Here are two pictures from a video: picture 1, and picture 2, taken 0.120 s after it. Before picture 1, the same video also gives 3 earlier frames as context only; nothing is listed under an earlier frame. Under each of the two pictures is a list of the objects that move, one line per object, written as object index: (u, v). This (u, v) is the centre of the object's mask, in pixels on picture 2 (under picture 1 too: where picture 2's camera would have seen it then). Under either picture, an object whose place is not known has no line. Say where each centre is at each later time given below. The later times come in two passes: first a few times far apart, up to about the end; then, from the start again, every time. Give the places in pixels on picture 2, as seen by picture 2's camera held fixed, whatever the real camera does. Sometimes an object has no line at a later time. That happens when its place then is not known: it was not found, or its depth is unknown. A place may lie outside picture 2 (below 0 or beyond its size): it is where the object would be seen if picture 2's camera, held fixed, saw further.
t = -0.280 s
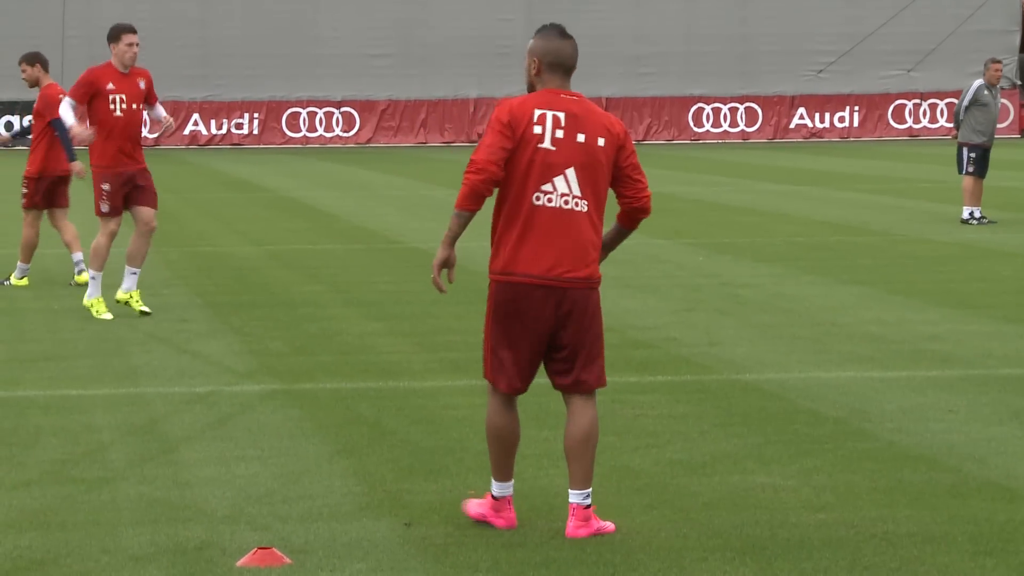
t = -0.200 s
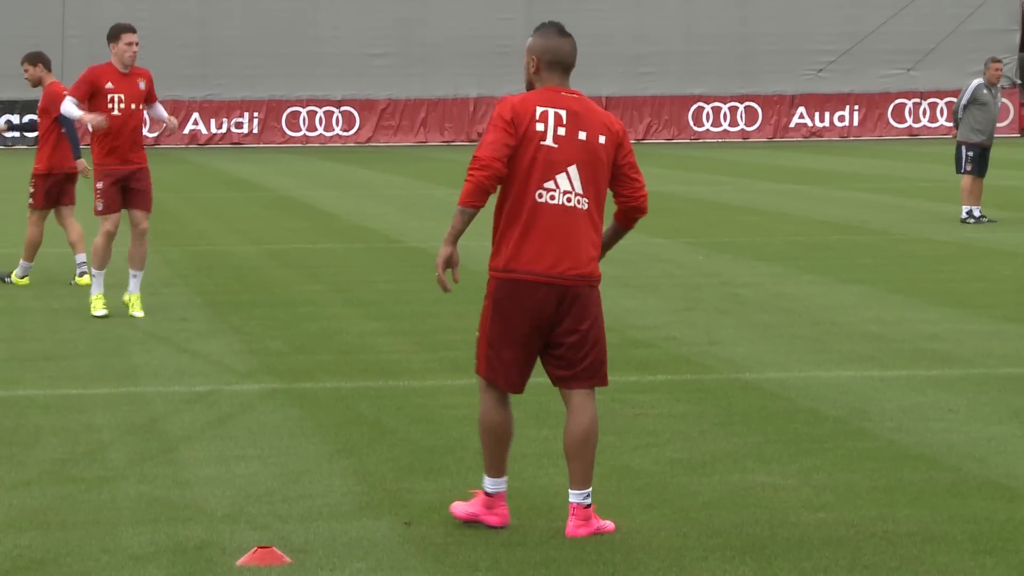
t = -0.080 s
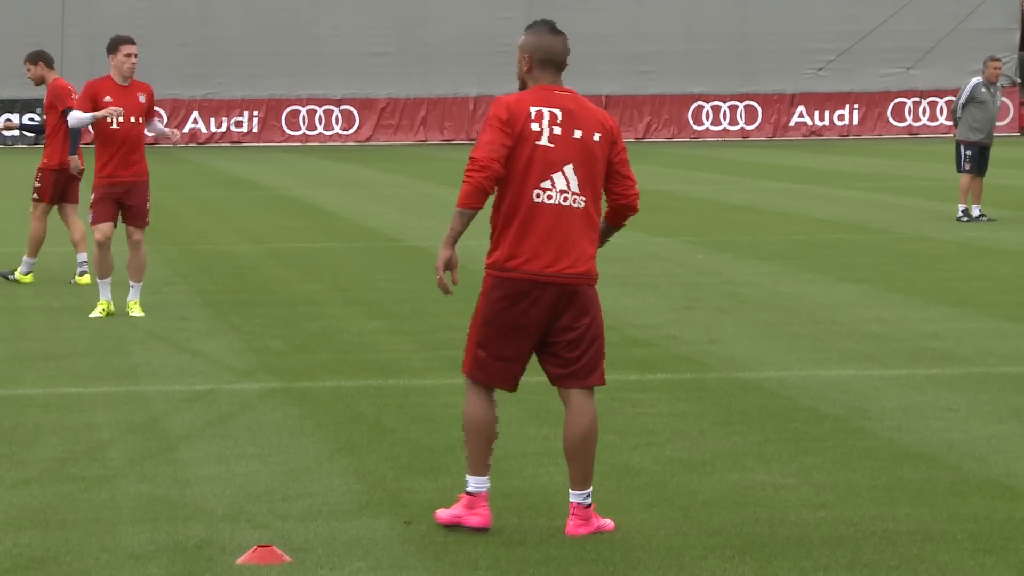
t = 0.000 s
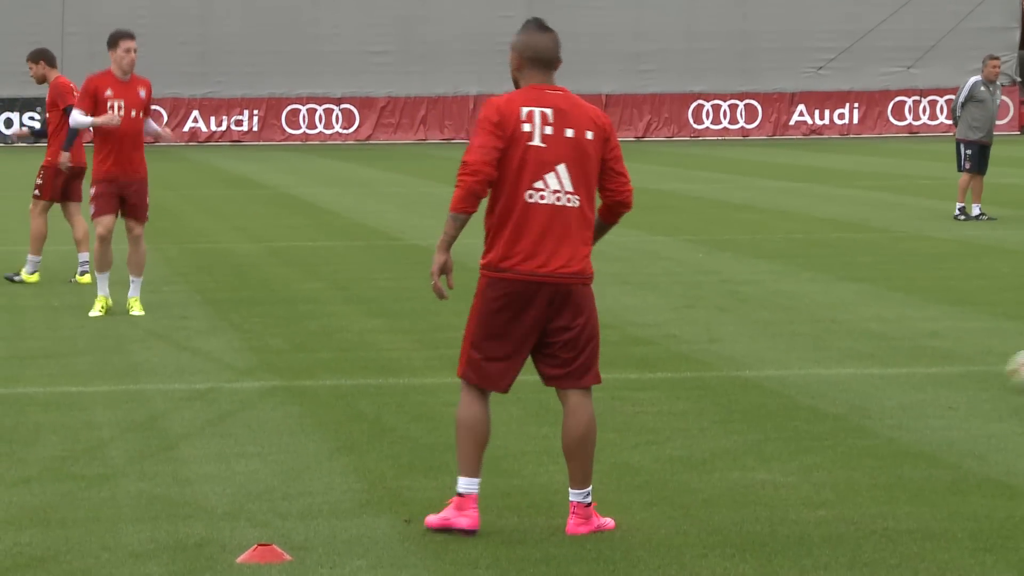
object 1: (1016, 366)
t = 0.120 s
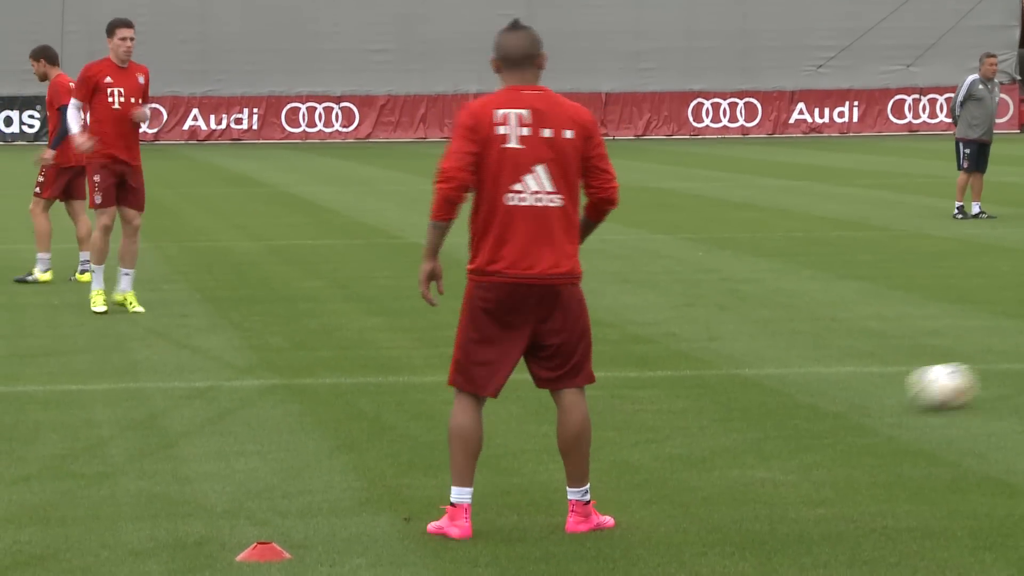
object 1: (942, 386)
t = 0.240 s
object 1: (837, 412)
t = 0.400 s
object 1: (695, 441)
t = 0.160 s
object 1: (908, 394)
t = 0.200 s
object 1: (873, 403)
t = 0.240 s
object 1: (837, 412)
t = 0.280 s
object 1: (801, 416)
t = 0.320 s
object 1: (767, 423)
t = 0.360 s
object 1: (731, 434)
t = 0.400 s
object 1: (695, 441)
